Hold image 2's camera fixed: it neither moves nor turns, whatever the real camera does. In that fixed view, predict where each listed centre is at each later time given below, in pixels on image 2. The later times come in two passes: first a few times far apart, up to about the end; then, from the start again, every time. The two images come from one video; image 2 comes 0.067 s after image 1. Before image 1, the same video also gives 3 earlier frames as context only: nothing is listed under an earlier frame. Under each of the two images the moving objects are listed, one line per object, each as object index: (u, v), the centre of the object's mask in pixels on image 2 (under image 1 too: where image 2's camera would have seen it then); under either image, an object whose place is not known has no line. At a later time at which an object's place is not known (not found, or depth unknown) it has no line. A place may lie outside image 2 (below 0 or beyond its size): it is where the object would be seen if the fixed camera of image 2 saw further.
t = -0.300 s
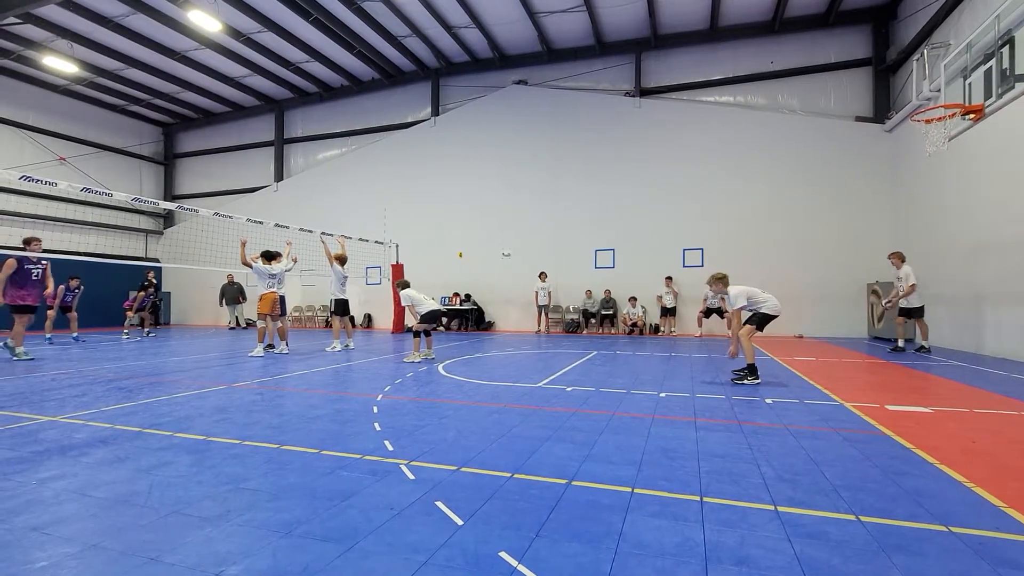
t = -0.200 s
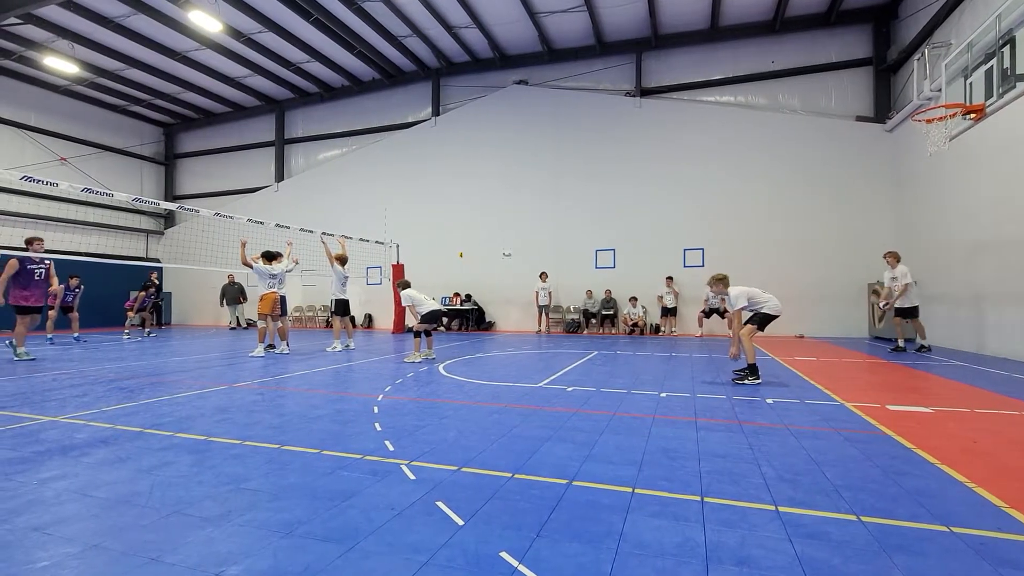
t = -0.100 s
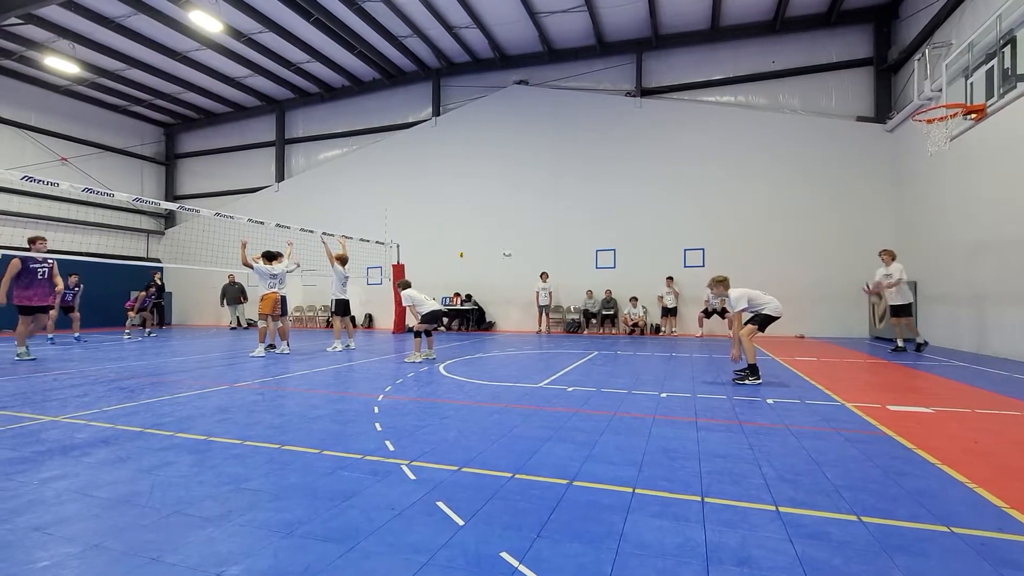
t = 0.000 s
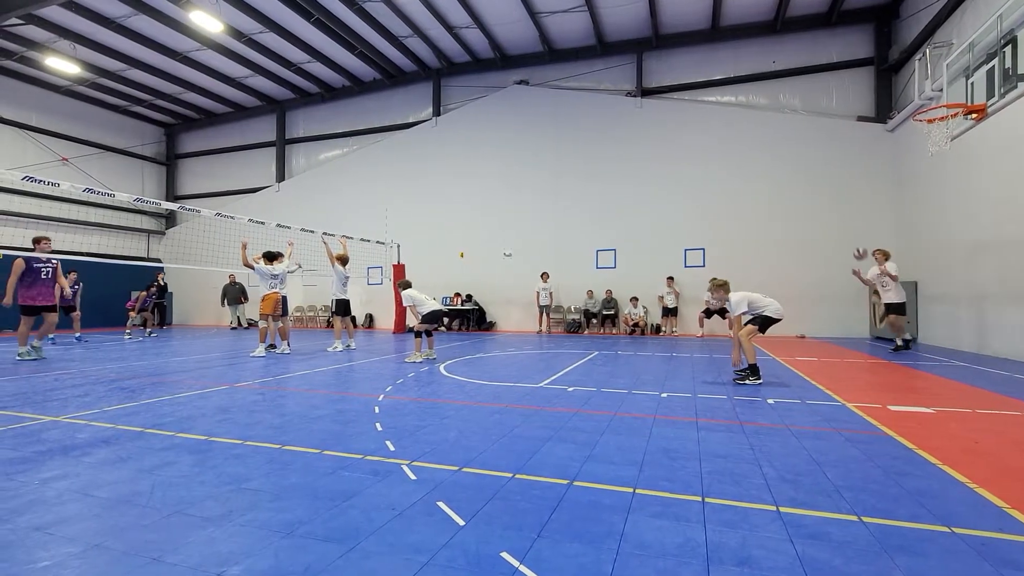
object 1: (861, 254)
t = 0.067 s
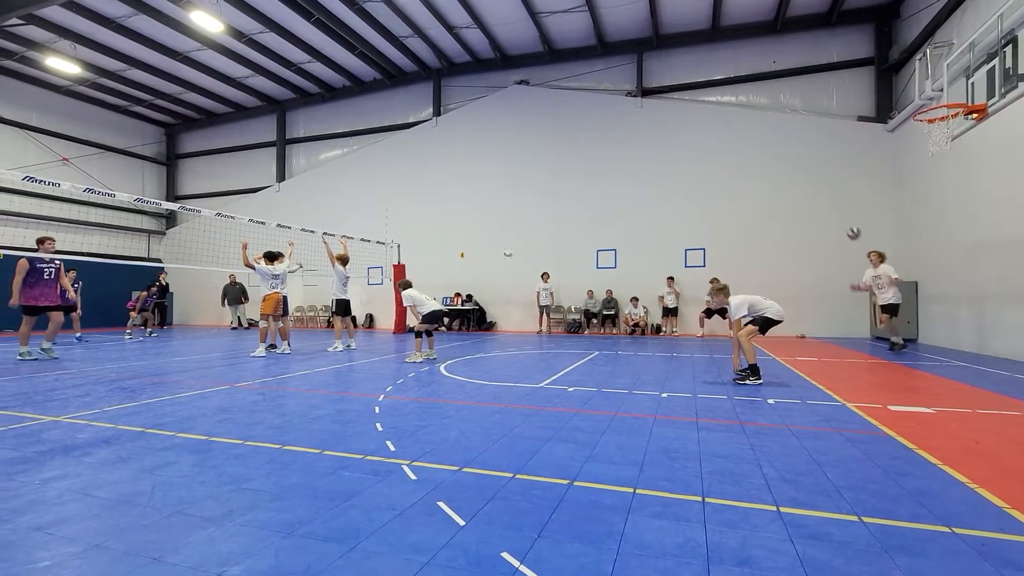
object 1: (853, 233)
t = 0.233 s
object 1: (837, 194)
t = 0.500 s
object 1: (810, 167)
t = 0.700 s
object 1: (791, 173)
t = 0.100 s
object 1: (850, 224)
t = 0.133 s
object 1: (847, 215)
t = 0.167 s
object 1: (843, 208)
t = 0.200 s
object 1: (840, 201)
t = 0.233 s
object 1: (837, 194)
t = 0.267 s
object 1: (833, 189)
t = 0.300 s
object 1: (830, 184)
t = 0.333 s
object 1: (827, 180)
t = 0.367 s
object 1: (823, 176)
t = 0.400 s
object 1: (820, 173)
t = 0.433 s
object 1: (816, 170)
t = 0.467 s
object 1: (813, 168)
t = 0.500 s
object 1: (810, 167)
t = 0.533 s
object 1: (807, 167)
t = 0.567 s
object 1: (804, 166)
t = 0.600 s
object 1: (800, 167)
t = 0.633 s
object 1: (797, 168)
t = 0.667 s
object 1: (794, 170)
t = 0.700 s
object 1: (791, 173)
